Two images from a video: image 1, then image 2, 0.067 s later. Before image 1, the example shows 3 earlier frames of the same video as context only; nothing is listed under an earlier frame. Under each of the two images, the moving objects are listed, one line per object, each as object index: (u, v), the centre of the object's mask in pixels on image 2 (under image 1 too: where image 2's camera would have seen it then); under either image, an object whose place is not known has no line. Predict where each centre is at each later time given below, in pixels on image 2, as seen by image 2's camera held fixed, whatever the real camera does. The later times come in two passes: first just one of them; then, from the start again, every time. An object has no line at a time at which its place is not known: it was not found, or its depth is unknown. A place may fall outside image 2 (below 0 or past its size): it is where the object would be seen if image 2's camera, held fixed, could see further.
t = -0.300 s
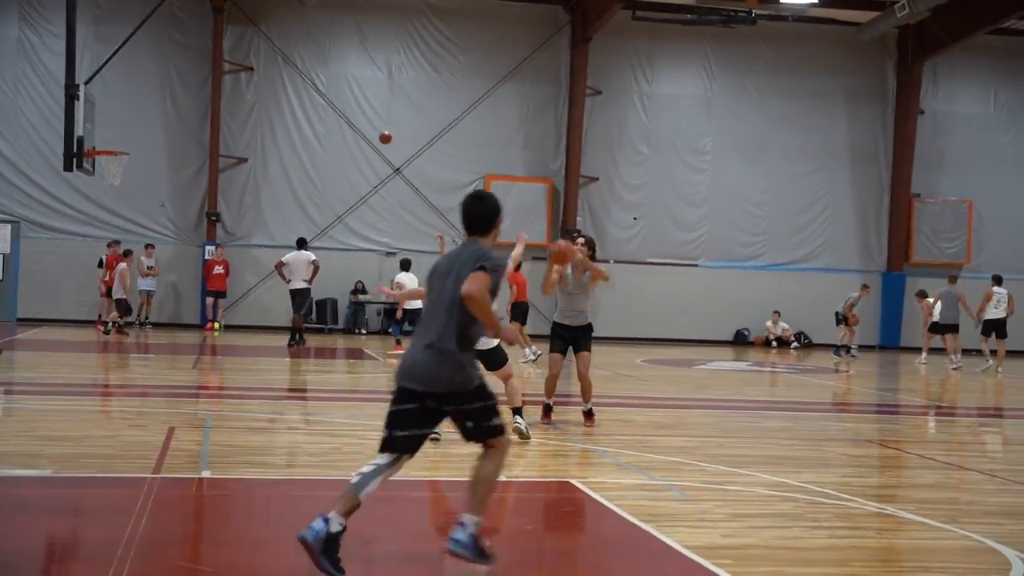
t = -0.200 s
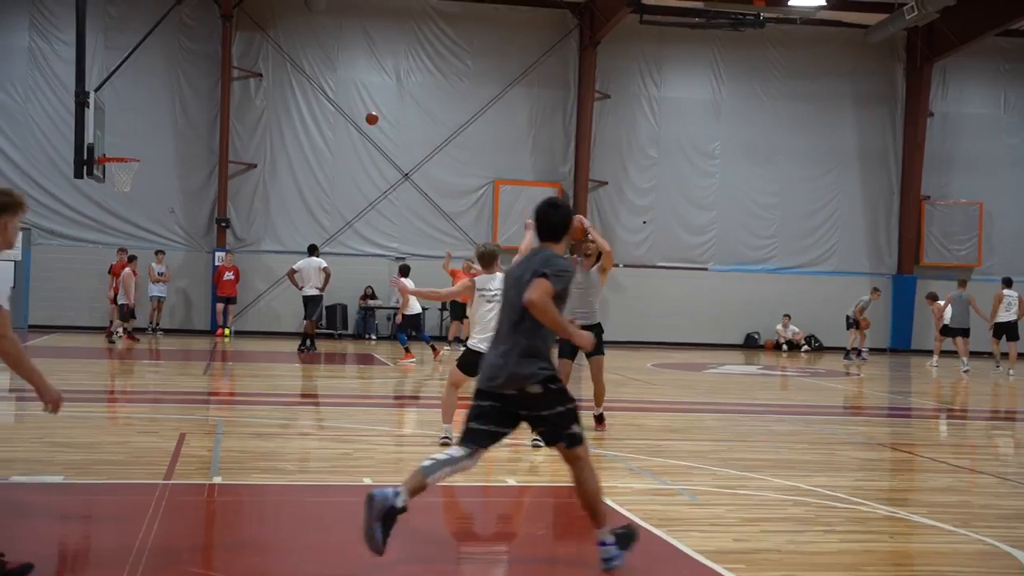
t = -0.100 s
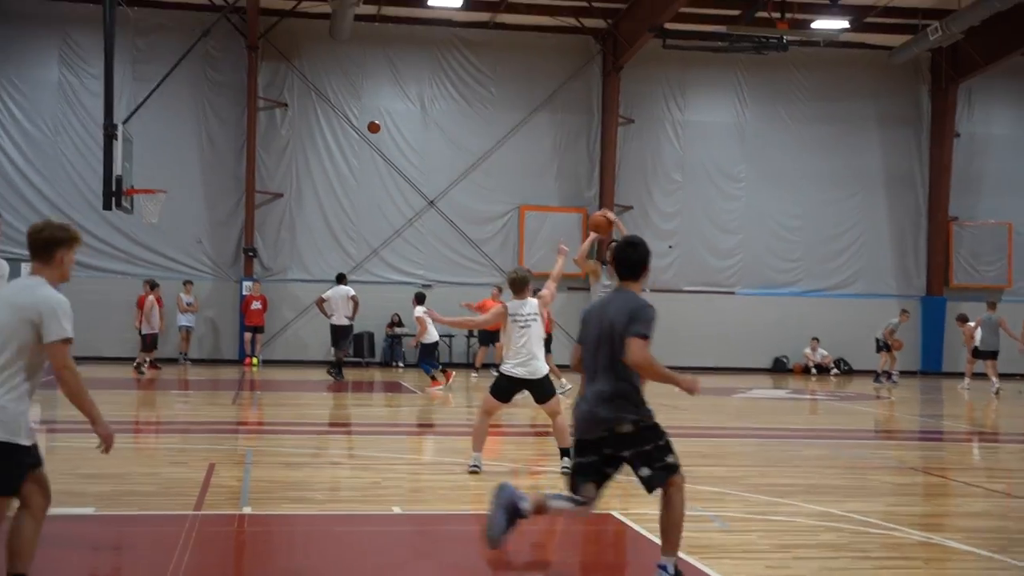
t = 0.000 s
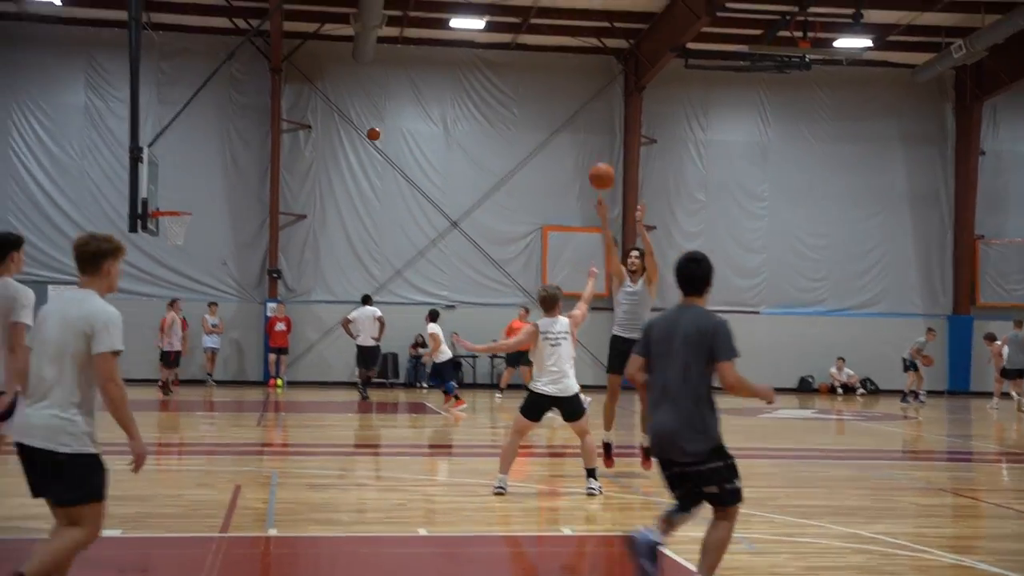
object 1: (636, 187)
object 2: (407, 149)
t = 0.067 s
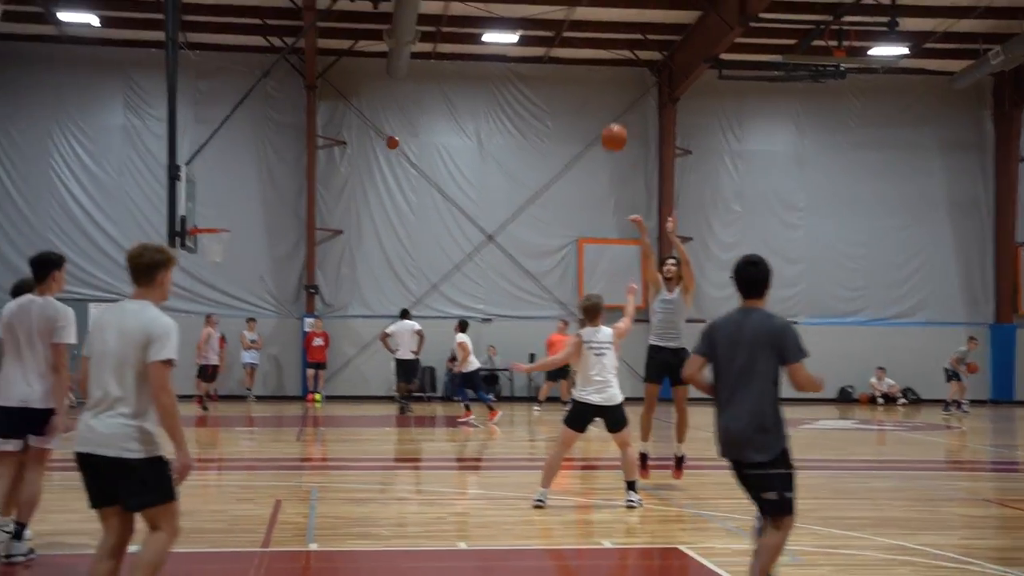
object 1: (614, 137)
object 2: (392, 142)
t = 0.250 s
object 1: (548, 15)
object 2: (350, 137)
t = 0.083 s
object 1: (608, 126)
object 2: (388, 141)
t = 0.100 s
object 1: (602, 113)
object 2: (384, 140)
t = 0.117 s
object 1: (596, 102)
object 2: (381, 139)
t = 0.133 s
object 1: (591, 90)
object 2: (377, 138)
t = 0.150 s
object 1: (584, 78)
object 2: (373, 137)
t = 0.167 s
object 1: (579, 67)
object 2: (369, 137)
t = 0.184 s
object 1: (573, 56)
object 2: (365, 137)
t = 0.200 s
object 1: (566, 46)
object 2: (361, 136)
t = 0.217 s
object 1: (560, 35)
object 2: (357, 136)
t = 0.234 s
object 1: (555, 25)
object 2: (353, 137)
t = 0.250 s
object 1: (548, 15)
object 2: (350, 137)
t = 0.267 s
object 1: (542, 4)
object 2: (345, 138)
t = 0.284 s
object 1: (535, -6)
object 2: (342, 138)
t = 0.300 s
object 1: (528, -15)
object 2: (338, 139)
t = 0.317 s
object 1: (522, -26)
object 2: (334, 139)
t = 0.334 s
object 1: (515, -35)
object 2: (330, 140)
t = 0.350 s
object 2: (327, 142)
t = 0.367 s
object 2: (322, 142)
